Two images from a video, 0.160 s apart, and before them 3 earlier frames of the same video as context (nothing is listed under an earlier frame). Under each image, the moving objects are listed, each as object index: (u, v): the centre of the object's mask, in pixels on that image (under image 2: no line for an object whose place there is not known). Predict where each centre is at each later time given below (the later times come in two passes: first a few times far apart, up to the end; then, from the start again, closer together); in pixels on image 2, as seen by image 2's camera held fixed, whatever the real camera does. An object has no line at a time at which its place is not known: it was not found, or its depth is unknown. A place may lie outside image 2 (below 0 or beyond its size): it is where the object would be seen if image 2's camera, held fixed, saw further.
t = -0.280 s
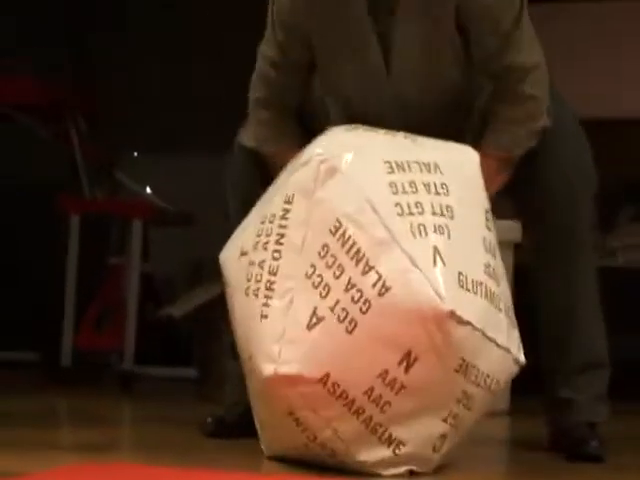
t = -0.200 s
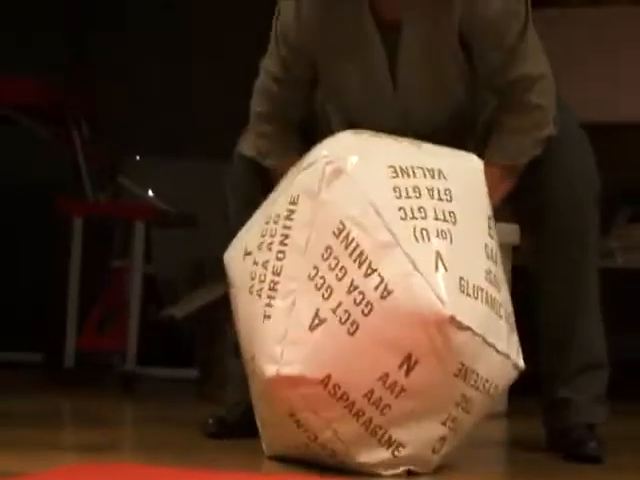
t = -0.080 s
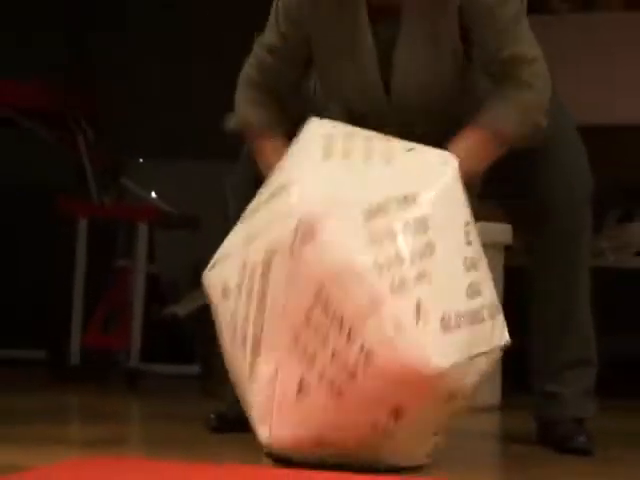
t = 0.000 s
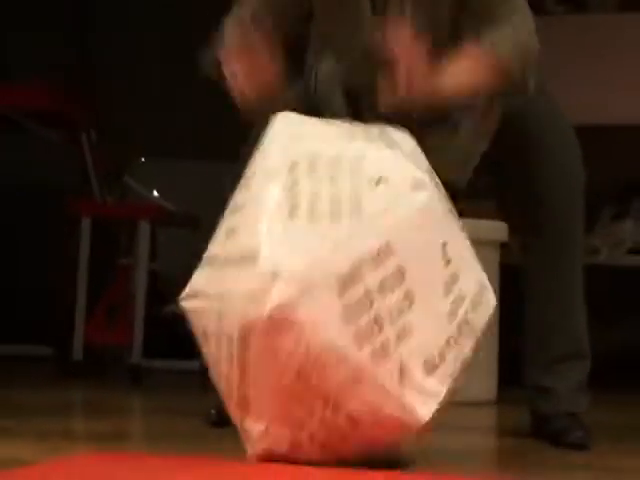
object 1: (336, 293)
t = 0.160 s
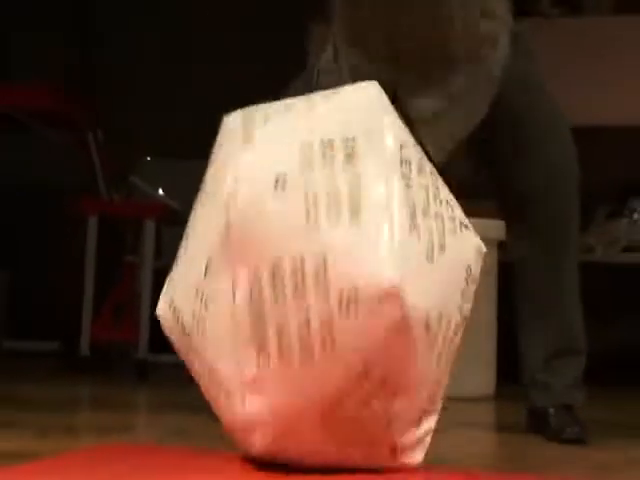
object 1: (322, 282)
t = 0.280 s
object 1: (306, 279)
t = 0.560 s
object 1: (308, 277)
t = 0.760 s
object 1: (297, 276)
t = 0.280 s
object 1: (306, 279)
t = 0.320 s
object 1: (306, 269)
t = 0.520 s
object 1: (310, 279)
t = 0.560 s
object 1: (308, 277)
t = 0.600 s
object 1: (307, 274)
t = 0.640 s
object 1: (306, 274)
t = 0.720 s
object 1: (298, 275)
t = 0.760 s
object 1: (297, 276)
